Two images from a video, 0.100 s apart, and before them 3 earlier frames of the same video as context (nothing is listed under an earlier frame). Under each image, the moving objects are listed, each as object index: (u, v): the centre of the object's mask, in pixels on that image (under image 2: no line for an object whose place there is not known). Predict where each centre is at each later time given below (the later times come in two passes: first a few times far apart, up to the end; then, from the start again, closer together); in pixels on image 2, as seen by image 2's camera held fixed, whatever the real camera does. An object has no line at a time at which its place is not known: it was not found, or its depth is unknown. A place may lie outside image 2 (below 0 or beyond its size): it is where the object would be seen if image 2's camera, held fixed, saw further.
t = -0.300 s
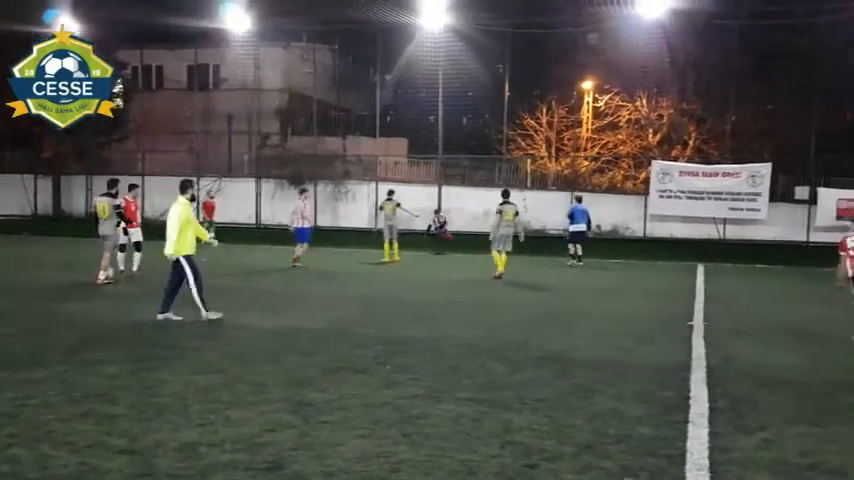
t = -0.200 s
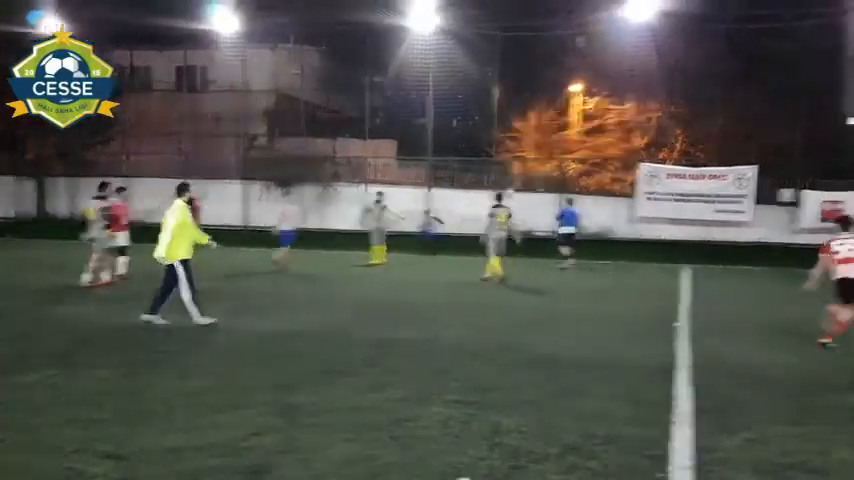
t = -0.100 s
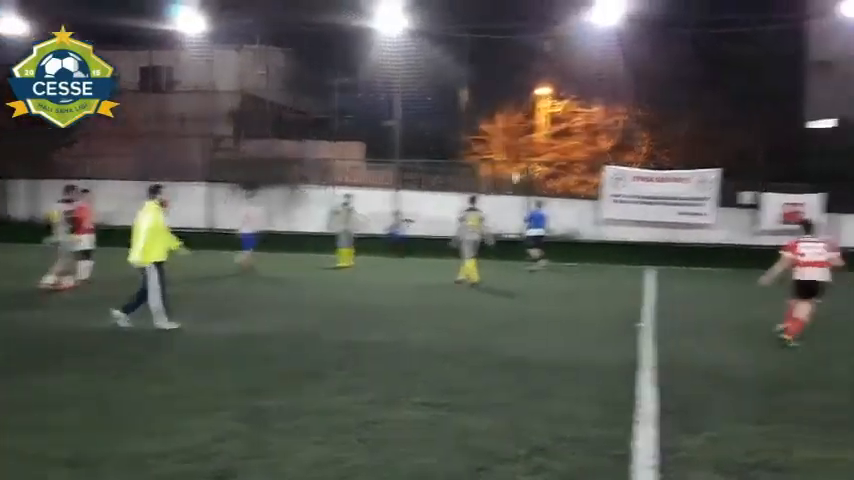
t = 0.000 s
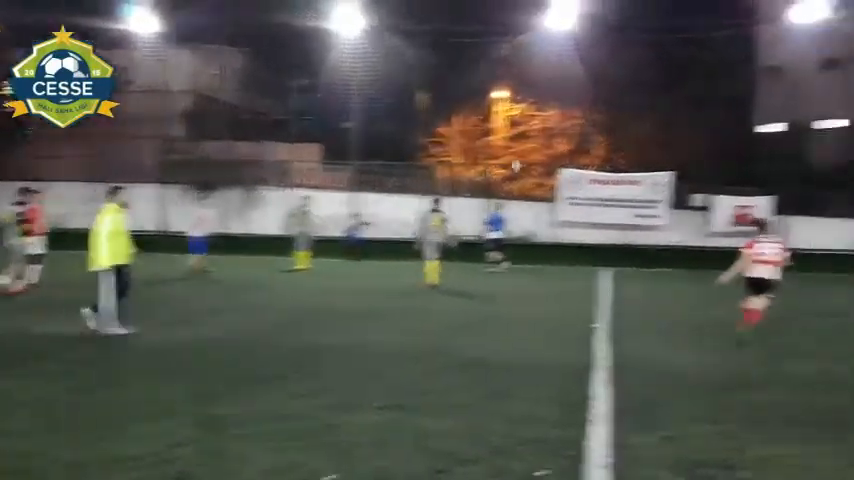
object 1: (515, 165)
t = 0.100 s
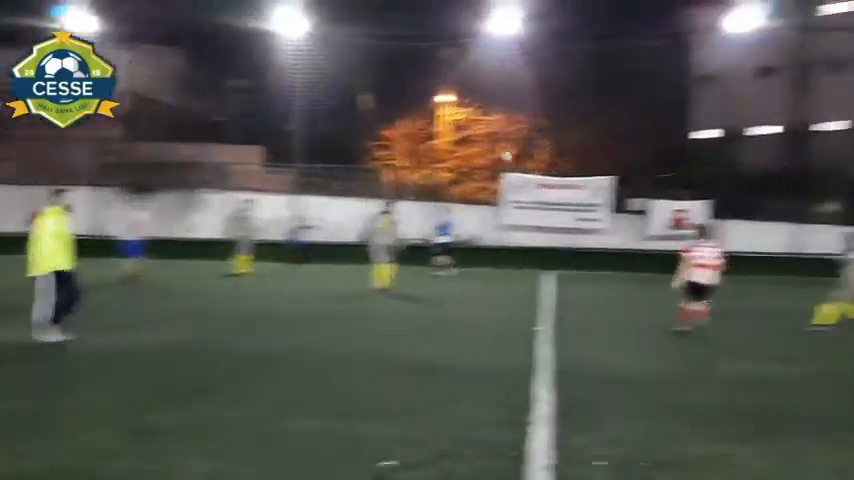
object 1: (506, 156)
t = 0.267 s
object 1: (594, 142)
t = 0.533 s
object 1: (782, 139)
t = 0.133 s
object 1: (524, 153)
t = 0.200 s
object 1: (557, 147)
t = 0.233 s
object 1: (576, 144)
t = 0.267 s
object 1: (594, 142)
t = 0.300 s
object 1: (616, 140)
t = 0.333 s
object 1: (637, 138)
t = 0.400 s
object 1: (681, 136)
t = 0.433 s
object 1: (705, 137)
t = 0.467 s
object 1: (730, 136)
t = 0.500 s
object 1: (755, 137)
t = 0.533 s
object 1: (782, 139)
